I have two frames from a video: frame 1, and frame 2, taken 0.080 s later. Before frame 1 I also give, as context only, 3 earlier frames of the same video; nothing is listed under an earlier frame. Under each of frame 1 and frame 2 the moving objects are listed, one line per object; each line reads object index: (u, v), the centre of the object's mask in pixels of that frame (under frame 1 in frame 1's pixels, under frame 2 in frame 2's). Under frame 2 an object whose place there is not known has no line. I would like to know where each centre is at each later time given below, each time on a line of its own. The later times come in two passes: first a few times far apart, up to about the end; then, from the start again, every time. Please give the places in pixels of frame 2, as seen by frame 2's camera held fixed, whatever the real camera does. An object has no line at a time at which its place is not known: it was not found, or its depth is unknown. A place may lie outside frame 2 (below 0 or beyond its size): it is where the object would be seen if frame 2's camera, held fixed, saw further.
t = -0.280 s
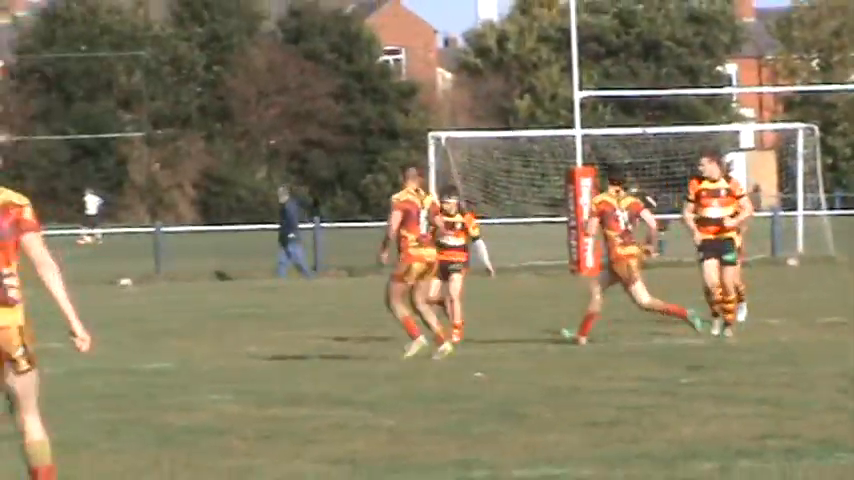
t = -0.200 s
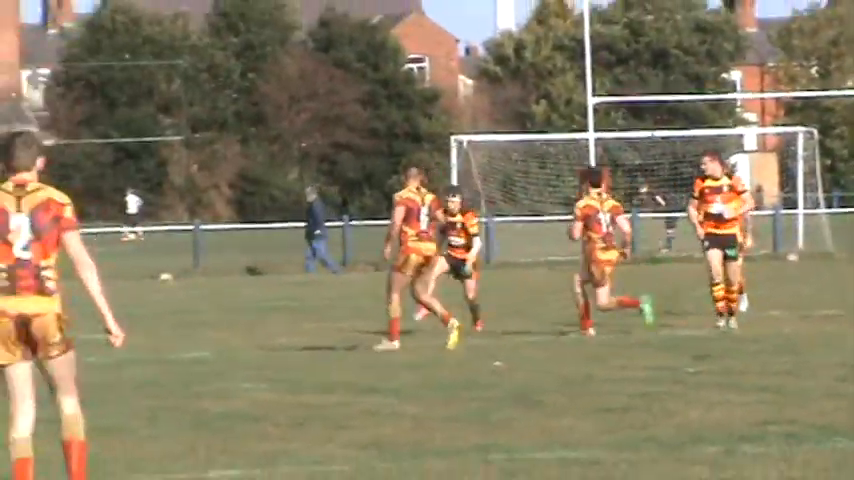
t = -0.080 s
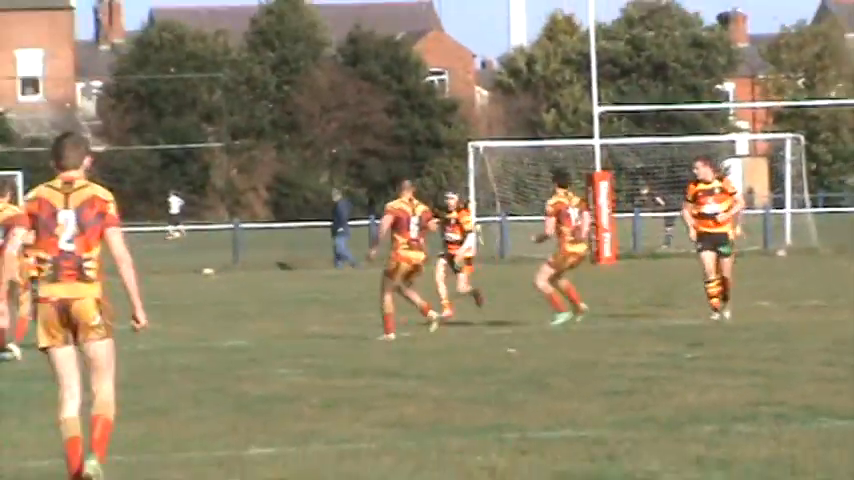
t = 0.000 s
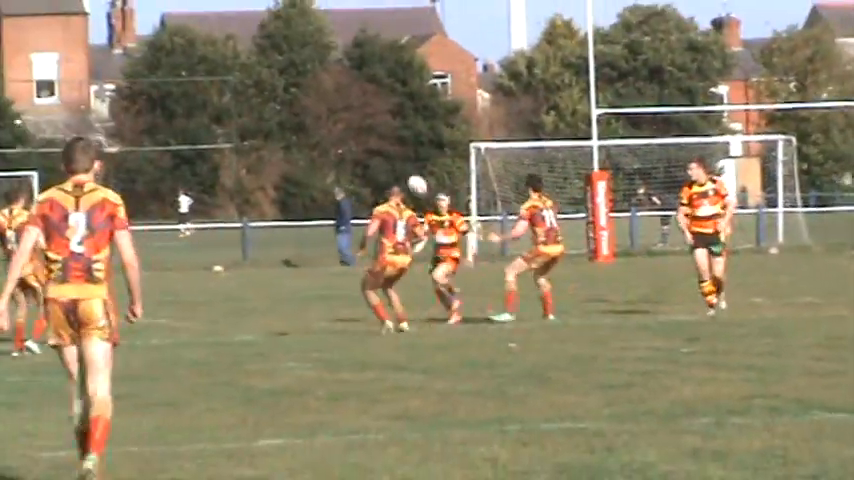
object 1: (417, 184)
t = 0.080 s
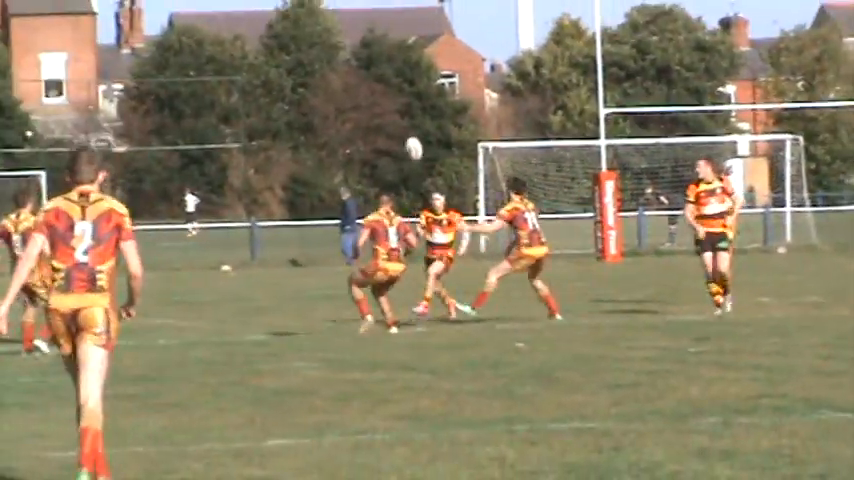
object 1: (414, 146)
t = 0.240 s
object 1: (388, 88)
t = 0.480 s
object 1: (337, 37)
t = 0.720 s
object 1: (275, 43)
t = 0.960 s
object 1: (205, 111)
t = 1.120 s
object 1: (160, 194)
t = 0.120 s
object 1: (407, 129)
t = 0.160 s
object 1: (402, 114)
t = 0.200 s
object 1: (396, 101)
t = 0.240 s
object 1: (388, 88)
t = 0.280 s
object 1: (381, 76)
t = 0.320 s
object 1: (372, 64)
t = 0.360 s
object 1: (364, 54)
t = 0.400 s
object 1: (356, 46)
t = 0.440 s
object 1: (347, 40)
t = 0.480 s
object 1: (337, 37)
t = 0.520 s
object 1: (327, 34)
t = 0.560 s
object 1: (317, 32)
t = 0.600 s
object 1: (307, 33)
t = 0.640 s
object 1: (296, 35)
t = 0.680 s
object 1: (286, 37)
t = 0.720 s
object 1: (275, 43)
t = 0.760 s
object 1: (265, 49)
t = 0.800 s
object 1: (253, 58)
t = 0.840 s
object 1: (241, 69)
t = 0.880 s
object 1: (230, 81)
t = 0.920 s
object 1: (217, 94)
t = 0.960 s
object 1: (205, 111)
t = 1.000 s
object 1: (194, 128)
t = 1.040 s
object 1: (183, 148)
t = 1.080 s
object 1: (172, 170)
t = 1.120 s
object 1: (160, 194)
